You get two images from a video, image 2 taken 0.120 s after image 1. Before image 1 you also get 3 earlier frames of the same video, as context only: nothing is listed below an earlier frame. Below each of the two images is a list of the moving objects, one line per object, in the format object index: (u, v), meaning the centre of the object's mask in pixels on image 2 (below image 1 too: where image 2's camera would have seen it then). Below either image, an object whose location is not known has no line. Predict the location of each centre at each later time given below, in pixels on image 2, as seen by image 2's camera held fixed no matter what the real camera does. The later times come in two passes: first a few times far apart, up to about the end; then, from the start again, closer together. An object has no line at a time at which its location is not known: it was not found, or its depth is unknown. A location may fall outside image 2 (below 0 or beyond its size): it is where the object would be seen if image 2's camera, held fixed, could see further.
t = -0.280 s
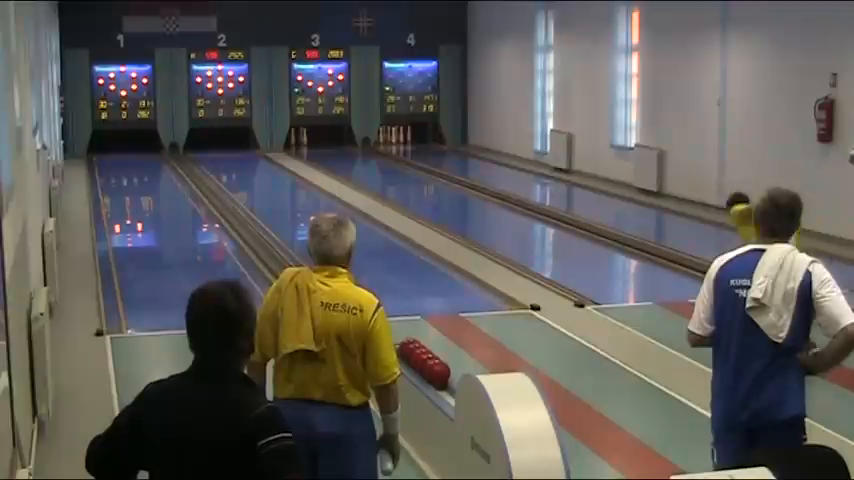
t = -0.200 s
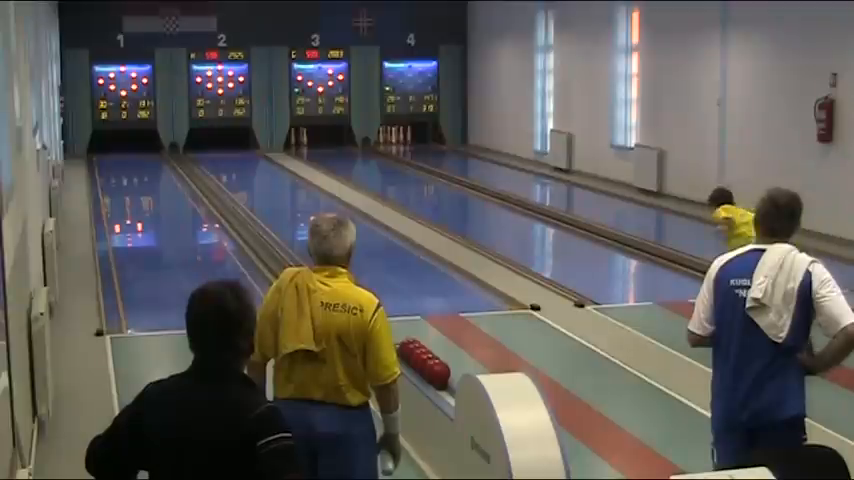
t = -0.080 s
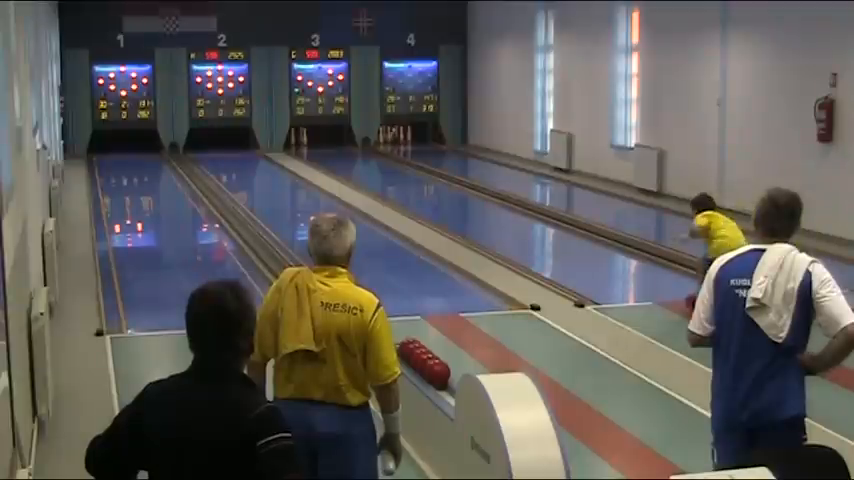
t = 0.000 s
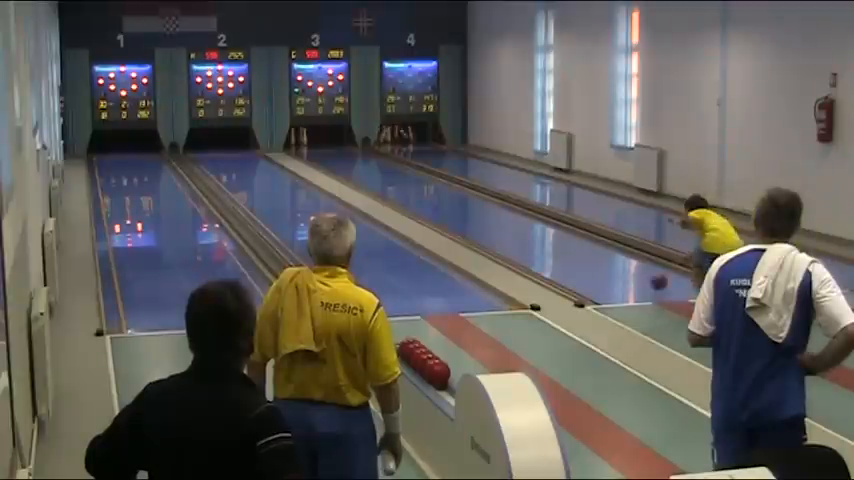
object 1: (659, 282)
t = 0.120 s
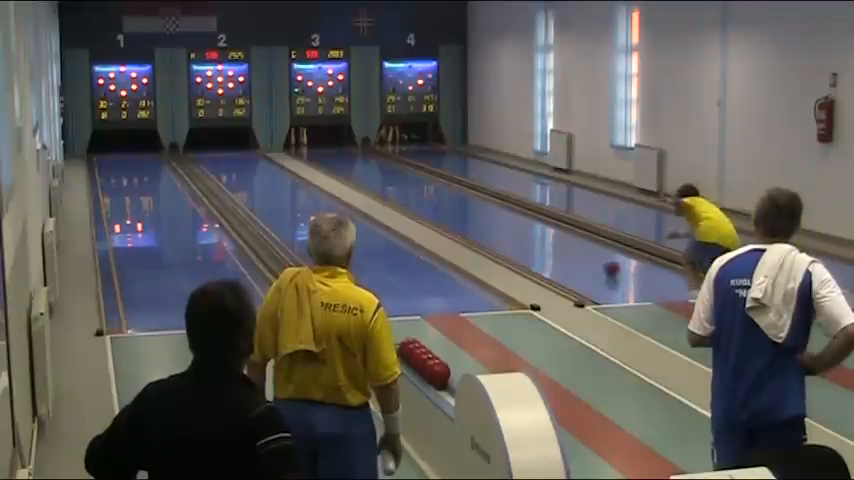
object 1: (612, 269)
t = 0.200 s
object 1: (584, 259)
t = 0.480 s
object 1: (509, 227)
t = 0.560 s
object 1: (492, 221)
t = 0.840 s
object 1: (442, 200)
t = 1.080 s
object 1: (409, 187)
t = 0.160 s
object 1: (598, 264)
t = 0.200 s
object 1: (584, 259)
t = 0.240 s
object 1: (572, 253)
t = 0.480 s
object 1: (509, 227)
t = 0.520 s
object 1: (501, 225)
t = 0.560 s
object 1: (492, 221)
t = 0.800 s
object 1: (448, 203)
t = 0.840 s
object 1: (442, 200)
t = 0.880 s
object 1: (436, 198)
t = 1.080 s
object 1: (409, 187)
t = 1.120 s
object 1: (403, 185)
